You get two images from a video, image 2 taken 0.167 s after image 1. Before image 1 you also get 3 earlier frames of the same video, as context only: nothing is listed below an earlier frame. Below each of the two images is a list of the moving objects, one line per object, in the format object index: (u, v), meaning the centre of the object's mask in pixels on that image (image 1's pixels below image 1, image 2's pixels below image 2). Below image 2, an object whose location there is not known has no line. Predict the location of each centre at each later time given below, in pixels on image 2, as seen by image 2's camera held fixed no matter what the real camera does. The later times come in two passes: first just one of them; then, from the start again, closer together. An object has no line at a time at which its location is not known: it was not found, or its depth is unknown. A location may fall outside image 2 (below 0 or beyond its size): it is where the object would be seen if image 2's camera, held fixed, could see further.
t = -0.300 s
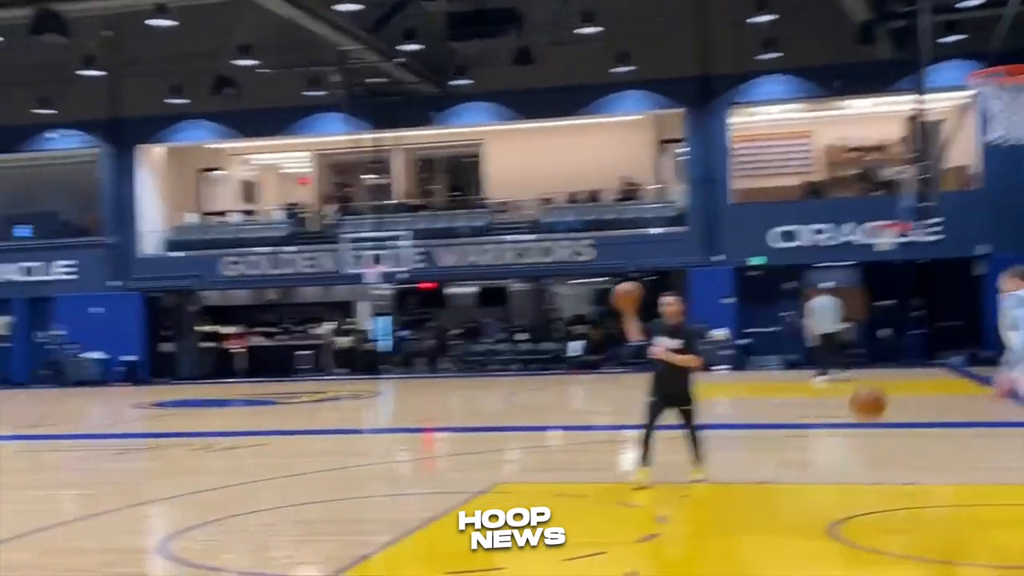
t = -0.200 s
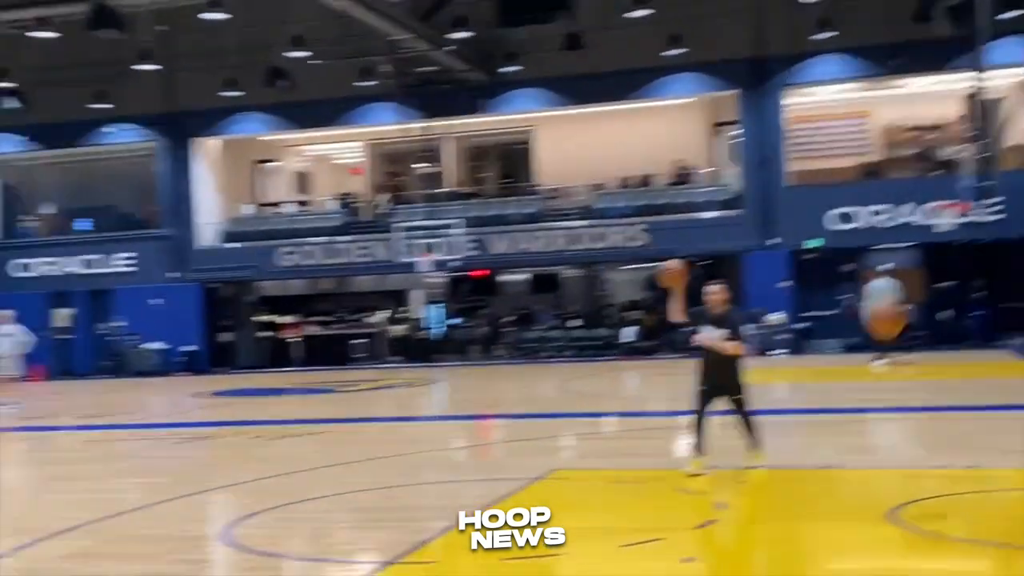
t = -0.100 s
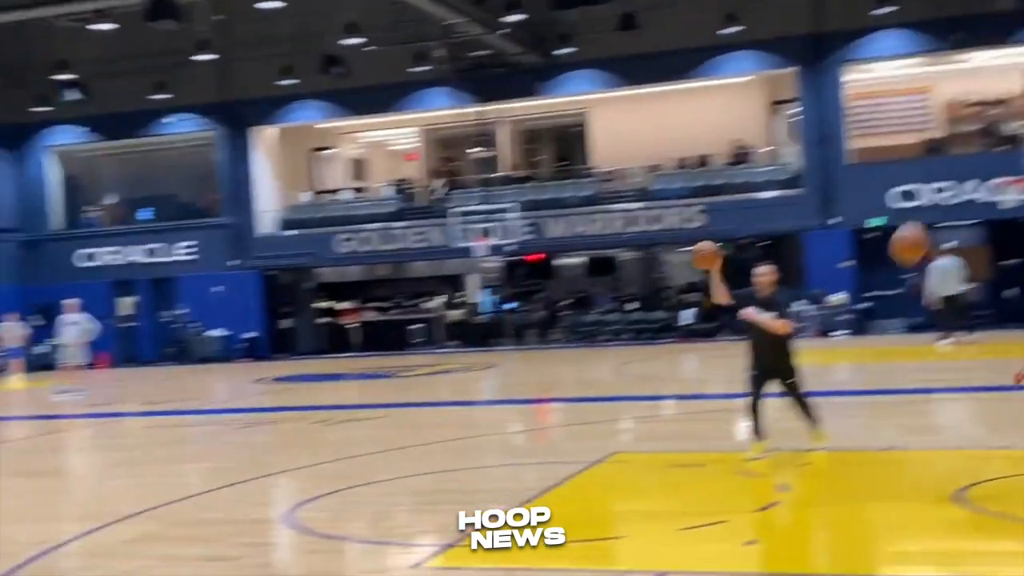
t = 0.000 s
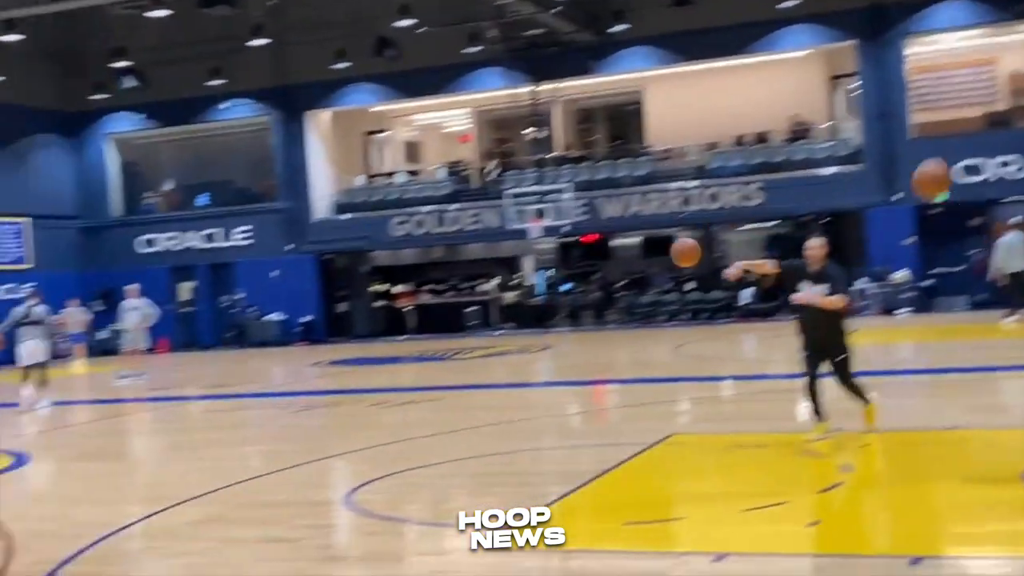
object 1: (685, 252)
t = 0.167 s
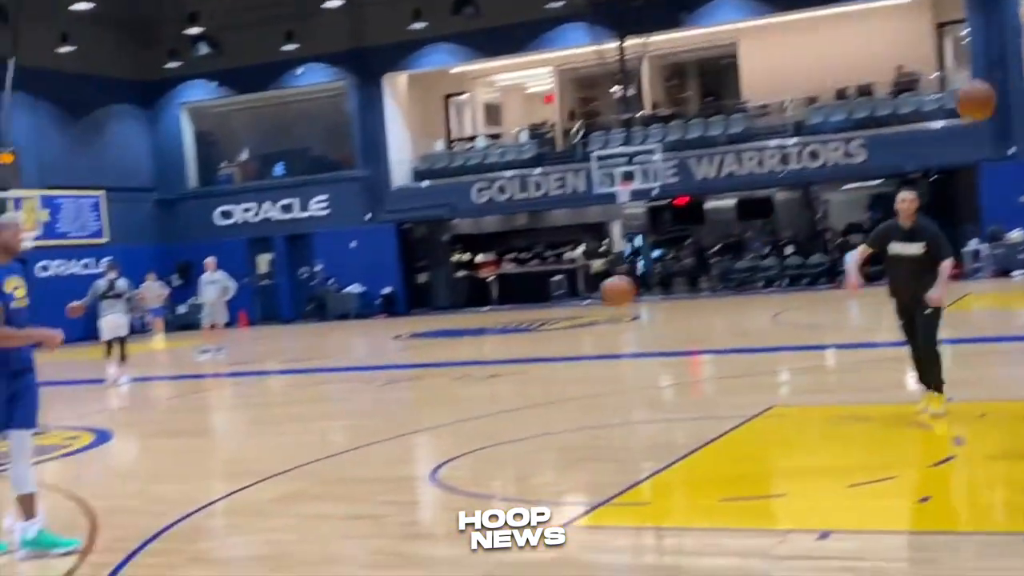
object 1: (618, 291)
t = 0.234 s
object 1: (546, 335)
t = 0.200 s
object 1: (583, 312)
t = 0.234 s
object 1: (546, 335)
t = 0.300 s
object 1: (474, 386)
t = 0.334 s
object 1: (437, 415)
